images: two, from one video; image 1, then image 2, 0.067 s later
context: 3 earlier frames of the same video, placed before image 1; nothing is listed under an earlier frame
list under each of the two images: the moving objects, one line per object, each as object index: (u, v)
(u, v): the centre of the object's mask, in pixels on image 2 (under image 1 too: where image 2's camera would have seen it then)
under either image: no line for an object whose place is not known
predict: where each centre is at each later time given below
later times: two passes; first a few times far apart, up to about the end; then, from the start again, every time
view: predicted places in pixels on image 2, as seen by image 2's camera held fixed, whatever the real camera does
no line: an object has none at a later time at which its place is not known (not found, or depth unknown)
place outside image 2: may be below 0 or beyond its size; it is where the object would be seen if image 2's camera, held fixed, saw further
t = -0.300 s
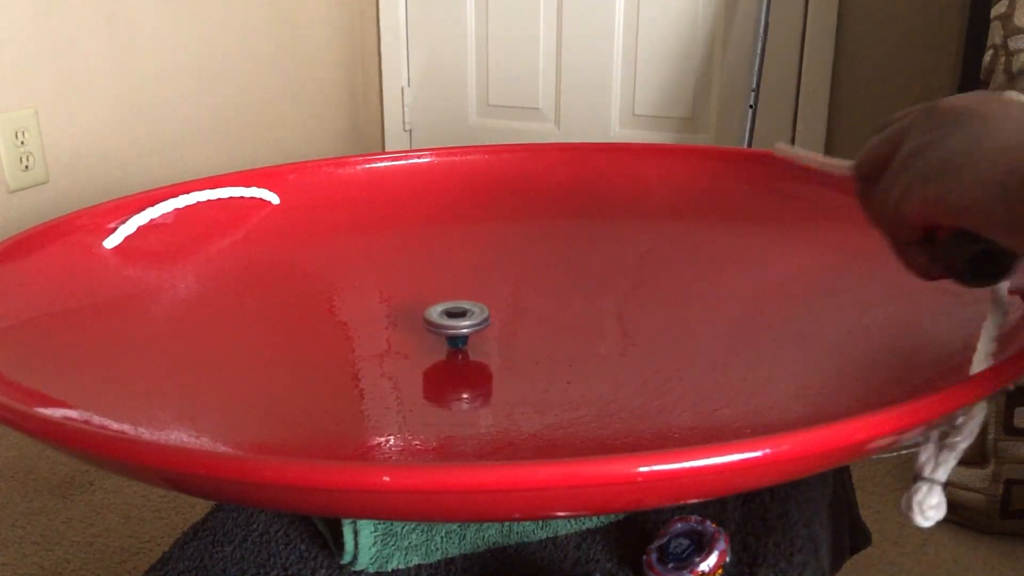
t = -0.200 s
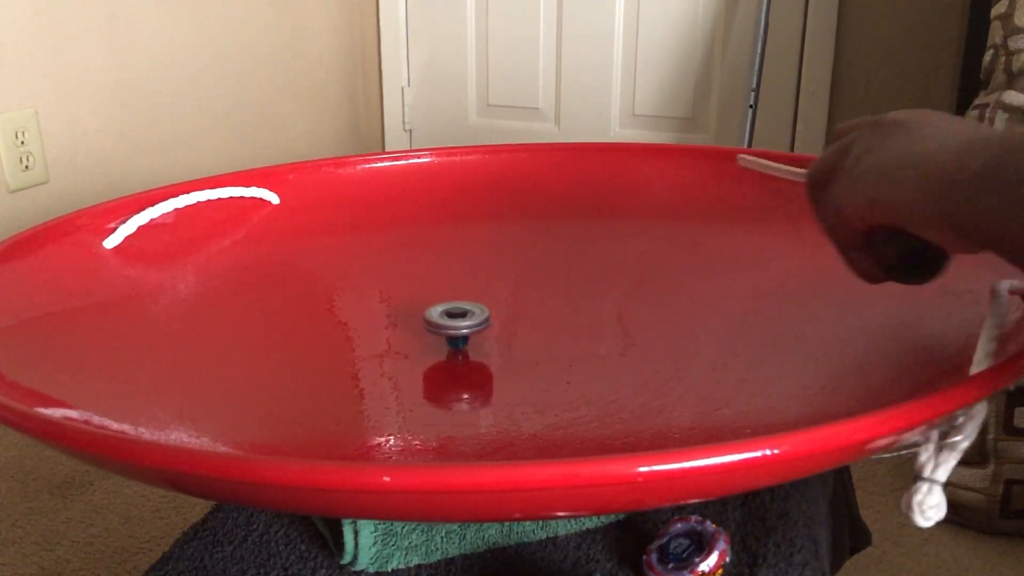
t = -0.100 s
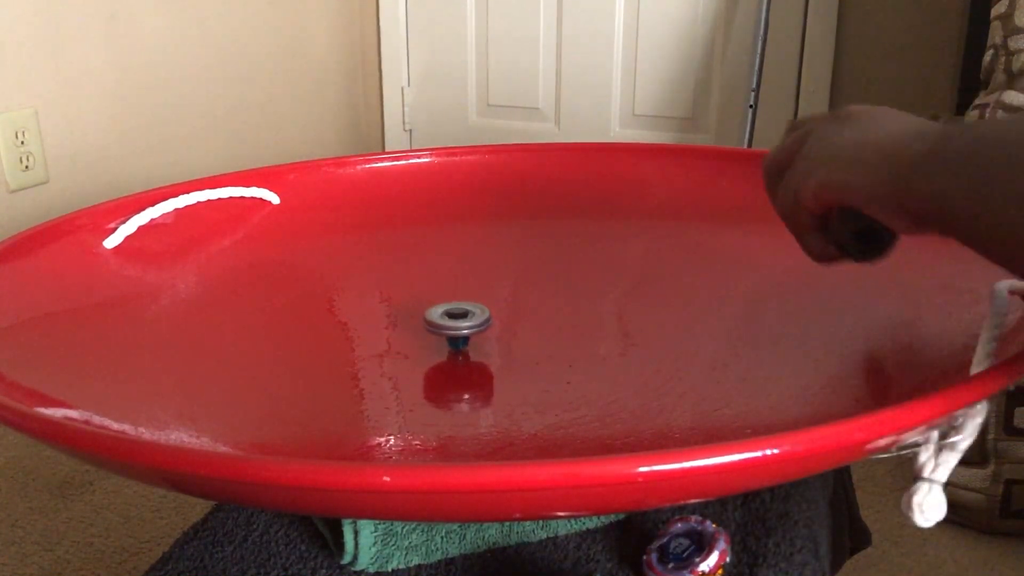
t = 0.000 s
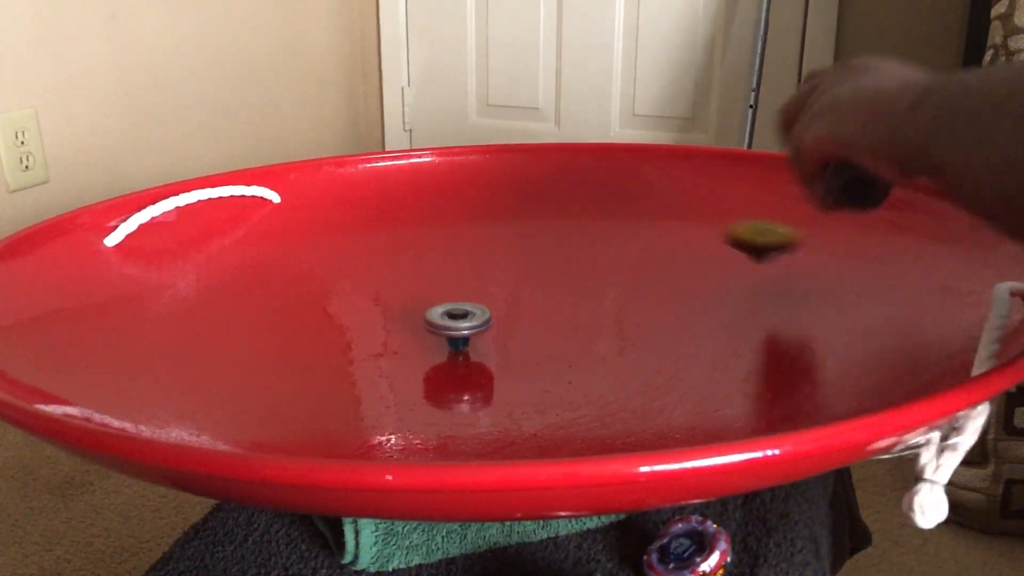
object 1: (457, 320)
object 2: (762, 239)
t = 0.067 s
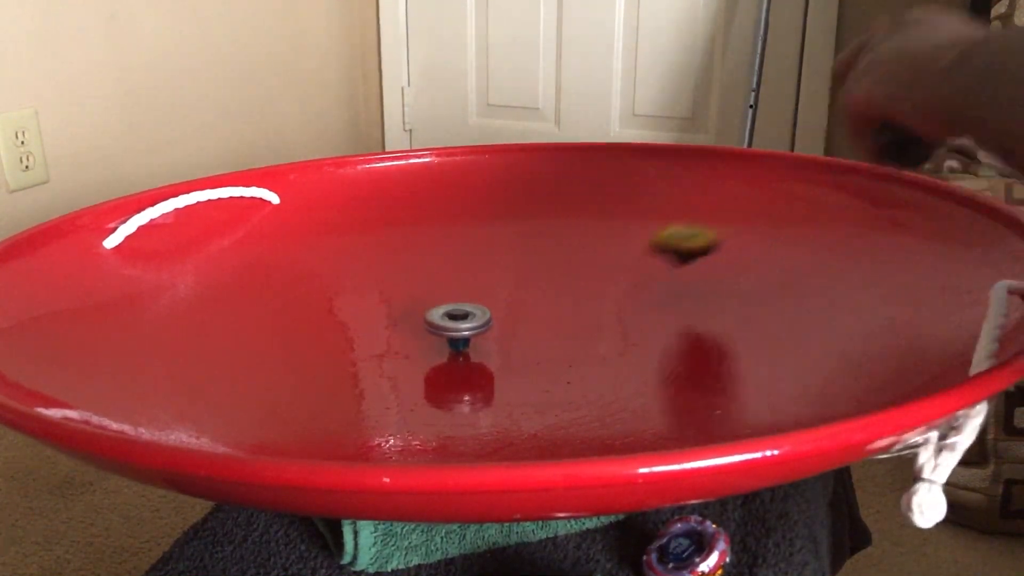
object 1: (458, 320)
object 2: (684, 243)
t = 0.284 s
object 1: (457, 322)
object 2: (422, 254)
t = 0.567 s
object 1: (456, 322)
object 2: (158, 239)
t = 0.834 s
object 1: (454, 323)
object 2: (239, 339)
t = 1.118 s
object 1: (451, 322)
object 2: (559, 395)
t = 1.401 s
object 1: (451, 322)
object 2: (764, 352)
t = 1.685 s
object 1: (451, 323)
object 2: (677, 305)
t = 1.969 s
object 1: (452, 322)
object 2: (503, 276)
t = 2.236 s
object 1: (452, 321)
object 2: (394, 281)
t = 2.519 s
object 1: (454, 320)
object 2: (343, 308)
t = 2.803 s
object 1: (457, 320)
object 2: (340, 336)
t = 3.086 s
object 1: (456, 321)
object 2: (378, 358)
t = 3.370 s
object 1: (454, 321)
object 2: (449, 363)
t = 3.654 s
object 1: (453, 320)
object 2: (506, 347)
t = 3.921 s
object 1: (412, 307)
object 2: (573, 337)
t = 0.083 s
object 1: (458, 320)
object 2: (665, 254)
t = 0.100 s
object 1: (458, 321)
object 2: (645, 268)
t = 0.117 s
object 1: (458, 321)
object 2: (626, 271)
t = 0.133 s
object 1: (458, 322)
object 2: (604, 258)
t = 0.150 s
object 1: (457, 321)
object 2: (583, 249)
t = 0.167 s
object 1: (458, 321)
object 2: (563, 245)
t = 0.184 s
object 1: (457, 320)
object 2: (543, 242)
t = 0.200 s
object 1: (458, 320)
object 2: (522, 244)
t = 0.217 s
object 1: (458, 320)
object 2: (502, 250)
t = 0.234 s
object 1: (458, 321)
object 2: (481, 259)
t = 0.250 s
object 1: (458, 321)
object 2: (462, 269)
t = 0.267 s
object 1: (457, 322)
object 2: (441, 262)
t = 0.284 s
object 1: (457, 322)
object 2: (422, 254)
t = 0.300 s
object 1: (457, 322)
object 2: (404, 249)
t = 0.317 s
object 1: (457, 322)
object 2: (385, 247)
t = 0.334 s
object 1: (457, 321)
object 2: (365, 249)
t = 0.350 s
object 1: (457, 321)
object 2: (347, 253)
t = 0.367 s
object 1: (457, 321)
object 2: (327, 259)
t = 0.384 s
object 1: (457, 321)
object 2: (310, 250)
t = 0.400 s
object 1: (457, 322)
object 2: (292, 244)
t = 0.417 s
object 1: (457, 322)
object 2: (275, 241)
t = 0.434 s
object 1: (457, 322)
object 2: (260, 241)
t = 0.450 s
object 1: (457, 322)
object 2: (243, 245)
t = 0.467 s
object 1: (457, 322)
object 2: (226, 249)
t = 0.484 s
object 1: (456, 322)
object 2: (212, 244)
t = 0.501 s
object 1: (456, 322)
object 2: (199, 241)
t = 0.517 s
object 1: (456, 322)
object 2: (186, 241)
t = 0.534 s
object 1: (456, 322)
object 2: (173, 243)
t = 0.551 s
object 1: (456, 322)
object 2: (164, 240)
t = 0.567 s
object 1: (456, 322)
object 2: (158, 239)
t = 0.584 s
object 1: (456, 322)
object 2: (155, 242)
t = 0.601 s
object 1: (456, 322)
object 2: (151, 249)
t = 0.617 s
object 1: (455, 322)
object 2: (150, 257)
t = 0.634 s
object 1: (455, 322)
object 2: (151, 259)
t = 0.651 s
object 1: (455, 322)
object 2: (153, 265)
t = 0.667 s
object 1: (455, 322)
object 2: (155, 275)
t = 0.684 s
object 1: (455, 322)
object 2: (158, 283)
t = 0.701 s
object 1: (455, 322)
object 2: (163, 288)
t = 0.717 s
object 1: (455, 322)
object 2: (169, 293)
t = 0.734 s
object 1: (454, 323)
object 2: (176, 302)
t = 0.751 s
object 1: (454, 322)
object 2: (184, 307)
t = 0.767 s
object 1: (454, 322)
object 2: (192, 314)
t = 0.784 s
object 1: (454, 322)
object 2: (203, 322)
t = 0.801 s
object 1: (454, 323)
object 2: (214, 327)
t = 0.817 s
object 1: (454, 323)
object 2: (226, 335)
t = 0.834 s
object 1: (454, 323)
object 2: (239, 339)
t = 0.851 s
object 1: (454, 323)
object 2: (253, 343)
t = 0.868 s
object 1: (453, 323)
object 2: (268, 353)
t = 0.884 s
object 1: (453, 323)
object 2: (285, 358)
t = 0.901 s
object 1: (453, 323)
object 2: (302, 360)
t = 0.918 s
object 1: (453, 323)
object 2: (319, 367)
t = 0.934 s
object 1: (453, 323)
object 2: (336, 374)
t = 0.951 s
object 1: (452, 323)
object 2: (355, 376)
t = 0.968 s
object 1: (452, 323)
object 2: (373, 381)
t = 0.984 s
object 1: (452, 323)
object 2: (396, 385)
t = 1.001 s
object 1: (452, 323)
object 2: (416, 386)
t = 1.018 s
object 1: (452, 323)
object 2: (437, 392)
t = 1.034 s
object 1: (452, 323)
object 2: (456, 391)
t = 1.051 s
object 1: (452, 323)
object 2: (475, 393)
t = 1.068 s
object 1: (452, 322)
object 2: (497, 395)
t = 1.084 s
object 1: (451, 322)
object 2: (517, 395)
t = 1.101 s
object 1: (451, 322)
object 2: (539, 397)
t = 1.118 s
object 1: (451, 322)
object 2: (559, 395)
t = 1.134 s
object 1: (451, 322)
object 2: (578, 396)
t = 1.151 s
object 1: (451, 322)
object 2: (598, 395)
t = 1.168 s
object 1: (451, 322)
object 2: (616, 394)
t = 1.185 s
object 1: (451, 322)
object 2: (633, 392)
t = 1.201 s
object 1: (451, 322)
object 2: (650, 391)
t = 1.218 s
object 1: (451, 322)
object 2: (667, 387)
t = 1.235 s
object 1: (451, 322)
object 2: (682, 386)
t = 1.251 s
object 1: (451, 322)
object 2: (696, 382)
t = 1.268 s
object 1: (450, 322)
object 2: (708, 379)
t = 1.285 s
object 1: (451, 322)
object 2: (720, 376)
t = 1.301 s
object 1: (451, 322)
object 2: (730, 373)
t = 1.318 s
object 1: (451, 322)
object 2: (739, 369)
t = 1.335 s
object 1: (451, 322)
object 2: (747, 366)
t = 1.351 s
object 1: (451, 322)
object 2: (753, 363)
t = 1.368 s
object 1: (451, 323)
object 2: (758, 359)
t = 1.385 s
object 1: (451, 323)
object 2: (762, 356)
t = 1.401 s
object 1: (451, 322)
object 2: (764, 352)
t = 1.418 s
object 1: (451, 322)
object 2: (766, 350)
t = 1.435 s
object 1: (451, 322)
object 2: (766, 346)
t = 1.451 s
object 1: (451, 323)
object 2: (766, 343)
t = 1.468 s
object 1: (451, 323)
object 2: (765, 340)
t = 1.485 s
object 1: (451, 323)
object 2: (762, 336)
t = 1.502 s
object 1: (451, 323)
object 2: (759, 334)
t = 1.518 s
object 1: (451, 323)
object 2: (755, 331)
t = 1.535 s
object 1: (451, 323)
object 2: (750, 328)
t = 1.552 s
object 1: (451, 323)
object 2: (745, 324)
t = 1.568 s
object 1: (451, 322)
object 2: (738, 322)
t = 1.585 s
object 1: (451, 323)
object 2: (731, 320)
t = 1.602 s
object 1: (451, 323)
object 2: (724, 317)
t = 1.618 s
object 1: (451, 323)
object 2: (715, 314)
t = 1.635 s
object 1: (451, 323)
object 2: (706, 312)
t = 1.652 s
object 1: (451, 323)
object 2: (696, 310)
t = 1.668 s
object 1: (451, 323)
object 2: (687, 307)
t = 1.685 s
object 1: (451, 323)
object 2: (677, 305)
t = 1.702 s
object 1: (451, 323)
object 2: (667, 303)
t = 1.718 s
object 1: (451, 323)
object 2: (656, 301)
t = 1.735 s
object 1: (451, 323)
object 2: (647, 298)
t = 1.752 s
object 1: (451, 323)
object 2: (635, 296)
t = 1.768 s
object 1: (451, 323)
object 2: (624, 294)
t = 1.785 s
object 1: (451, 323)
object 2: (614, 292)
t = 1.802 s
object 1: (451, 323)
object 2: (603, 290)
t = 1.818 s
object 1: (452, 322)
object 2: (592, 288)
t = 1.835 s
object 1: (451, 322)
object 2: (582, 287)
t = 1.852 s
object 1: (451, 322)
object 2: (571, 285)
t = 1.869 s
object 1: (452, 322)
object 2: (560, 283)
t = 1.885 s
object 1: (452, 322)
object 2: (550, 282)
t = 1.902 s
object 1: (452, 322)
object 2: (540, 281)
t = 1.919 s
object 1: (452, 322)
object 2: (530, 279)
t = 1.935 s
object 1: (452, 322)
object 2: (520, 278)
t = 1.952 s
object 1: (452, 322)
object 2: (512, 277)
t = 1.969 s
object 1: (452, 322)
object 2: (503, 276)
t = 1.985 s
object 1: (452, 322)
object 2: (493, 275)
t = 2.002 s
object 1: (452, 322)
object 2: (485, 275)
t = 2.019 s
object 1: (452, 322)
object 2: (476, 274)
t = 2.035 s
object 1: (452, 322)
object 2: (468, 274)
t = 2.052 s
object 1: (452, 322)
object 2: (460, 274)
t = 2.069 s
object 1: (452, 322)
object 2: (453, 273)
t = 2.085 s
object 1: (452, 321)
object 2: (446, 274)
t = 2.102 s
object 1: (451, 321)
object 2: (439, 274)
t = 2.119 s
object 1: (451, 322)
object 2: (432, 274)
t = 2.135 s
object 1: (451, 322)
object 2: (426, 275)
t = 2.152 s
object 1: (451, 321)
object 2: (420, 276)
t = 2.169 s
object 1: (451, 321)
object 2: (414, 277)
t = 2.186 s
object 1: (452, 321)
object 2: (409, 278)
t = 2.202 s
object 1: (452, 321)
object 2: (404, 279)
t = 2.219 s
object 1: (452, 321)
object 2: (399, 280)
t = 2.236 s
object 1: (452, 321)
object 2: (394, 281)
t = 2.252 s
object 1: (452, 321)
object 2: (390, 282)
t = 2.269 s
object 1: (452, 321)
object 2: (385, 284)
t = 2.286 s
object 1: (452, 321)
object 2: (382, 285)
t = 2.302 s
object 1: (452, 321)
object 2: (378, 287)
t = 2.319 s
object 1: (452, 321)
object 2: (374, 288)
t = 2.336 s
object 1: (452, 321)
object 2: (370, 290)
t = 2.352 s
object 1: (452, 321)
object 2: (367, 291)
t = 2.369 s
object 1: (453, 321)
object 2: (364, 293)
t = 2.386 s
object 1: (453, 321)
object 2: (361, 295)
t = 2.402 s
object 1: (453, 321)
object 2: (358, 296)
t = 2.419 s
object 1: (453, 321)
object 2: (356, 298)
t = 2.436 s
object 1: (453, 320)
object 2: (353, 300)
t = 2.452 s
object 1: (453, 320)
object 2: (351, 302)
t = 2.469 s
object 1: (453, 320)
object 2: (349, 303)
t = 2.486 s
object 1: (453, 320)
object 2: (347, 305)
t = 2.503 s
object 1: (453, 320)
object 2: (345, 307)
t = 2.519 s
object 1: (454, 320)
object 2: (343, 308)
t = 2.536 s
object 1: (454, 320)
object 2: (342, 310)
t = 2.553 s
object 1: (454, 320)
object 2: (341, 312)
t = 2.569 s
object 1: (454, 320)
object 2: (339, 314)
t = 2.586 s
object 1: (455, 320)
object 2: (339, 315)
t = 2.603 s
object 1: (455, 320)
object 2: (338, 317)
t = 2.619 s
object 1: (455, 320)
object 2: (337, 318)
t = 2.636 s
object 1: (455, 320)
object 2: (336, 320)
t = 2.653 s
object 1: (455, 320)
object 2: (336, 322)
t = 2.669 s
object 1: (456, 320)
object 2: (336, 324)
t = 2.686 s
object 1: (456, 320)
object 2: (336, 325)
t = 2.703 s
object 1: (456, 320)
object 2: (336, 327)
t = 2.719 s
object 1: (456, 320)
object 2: (336, 329)
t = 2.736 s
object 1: (456, 320)
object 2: (337, 330)
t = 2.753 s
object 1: (456, 320)
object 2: (337, 332)
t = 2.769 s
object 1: (456, 320)
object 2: (338, 333)
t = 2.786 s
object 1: (456, 320)
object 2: (339, 335)
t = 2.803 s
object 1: (457, 320)
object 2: (340, 336)
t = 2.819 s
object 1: (457, 320)
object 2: (341, 338)
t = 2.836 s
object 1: (457, 320)
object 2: (342, 339)
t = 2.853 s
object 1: (457, 320)
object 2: (343, 341)
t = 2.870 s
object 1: (457, 320)
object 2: (345, 342)
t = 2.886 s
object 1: (457, 320)
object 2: (347, 344)
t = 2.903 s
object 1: (457, 320)
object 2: (349, 345)
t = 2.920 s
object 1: (457, 321)
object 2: (351, 347)
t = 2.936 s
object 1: (457, 321)
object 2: (353, 348)
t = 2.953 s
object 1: (456, 321)
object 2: (355, 349)
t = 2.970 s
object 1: (456, 321)
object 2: (358, 350)
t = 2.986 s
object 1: (456, 321)
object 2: (360, 351)
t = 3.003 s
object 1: (456, 321)
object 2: (363, 352)
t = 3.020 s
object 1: (456, 321)
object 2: (365, 354)
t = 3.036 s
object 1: (456, 321)
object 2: (368, 355)
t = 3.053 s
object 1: (456, 321)
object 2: (372, 356)
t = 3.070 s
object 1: (456, 321)
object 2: (374, 357)
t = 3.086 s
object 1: (456, 321)
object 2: (378, 358)
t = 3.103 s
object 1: (456, 321)
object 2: (381, 358)
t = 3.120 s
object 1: (456, 321)
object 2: (385, 359)
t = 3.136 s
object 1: (456, 321)
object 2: (388, 360)
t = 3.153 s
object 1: (456, 321)
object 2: (392, 361)
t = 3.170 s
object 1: (455, 321)
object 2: (396, 361)
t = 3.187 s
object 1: (455, 321)
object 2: (401, 362)
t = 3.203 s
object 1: (455, 321)
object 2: (404, 363)
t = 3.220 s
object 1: (455, 321)
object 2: (409, 362)
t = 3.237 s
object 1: (455, 321)
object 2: (414, 363)
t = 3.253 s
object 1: (455, 321)
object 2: (418, 363)
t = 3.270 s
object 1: (455, 321)
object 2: (422, 363)
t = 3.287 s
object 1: (454, 321)
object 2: (427, 364)
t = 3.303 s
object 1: (454, 321)
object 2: (431, 363)
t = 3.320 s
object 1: (454, 321)
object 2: (436, 363)
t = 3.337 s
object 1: (454, 321)
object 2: (440, 363)
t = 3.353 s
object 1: (454, 321)
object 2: (444, 363)
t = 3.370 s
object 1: (454, 321)
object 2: (449, 363)
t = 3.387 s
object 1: (454, 321)
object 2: (454, 363)
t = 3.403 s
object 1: (454, 321)
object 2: (457, 362)
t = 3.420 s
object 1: (453, 321)
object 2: (462, 362)
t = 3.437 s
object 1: (453, 321)
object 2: (466, 362)
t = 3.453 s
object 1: (454, 321)
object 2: (470, 361)
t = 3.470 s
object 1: (453, 321)
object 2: (474, 360)
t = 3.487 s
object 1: (453, 321)
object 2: (478, 359)
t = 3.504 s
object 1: (453, 321)
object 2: (481, 358)
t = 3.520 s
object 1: (453, 321)
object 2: (485, 356)
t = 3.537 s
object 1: (453, 320)
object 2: (488, 355)
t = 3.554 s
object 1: (453, 320)
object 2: (492, 354)
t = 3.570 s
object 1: (453, 320)
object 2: (495, 353)
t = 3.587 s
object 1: (453, 320)
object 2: (498, 352)
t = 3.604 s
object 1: (453, 320)
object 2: (501, 351)
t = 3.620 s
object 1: (453, 320)
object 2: (503, 350)
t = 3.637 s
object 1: (453, 320)
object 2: (504, 348)
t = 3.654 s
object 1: (453, 320)
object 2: (506, 347)
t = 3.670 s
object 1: (453, 320)
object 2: (508, 346)
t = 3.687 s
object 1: (453, 320)
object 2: (510, 345)
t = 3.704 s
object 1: (453, 320)
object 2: (511, 343)
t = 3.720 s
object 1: (453, 320)
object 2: (511, 342)
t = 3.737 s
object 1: (453, 320)
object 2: (512, 340)
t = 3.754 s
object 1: (453, 320)
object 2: (513, 339)
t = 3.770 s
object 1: (453, 320)
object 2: (513, 338)
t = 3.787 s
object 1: (449, 319)
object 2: (520, 338)
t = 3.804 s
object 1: (443, 317)
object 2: (529, 338)
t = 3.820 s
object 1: (438, 316)
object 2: (537, 338)
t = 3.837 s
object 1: (432, 314)
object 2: (544, 339)
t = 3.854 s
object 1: (428, 312)
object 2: (551, 339)
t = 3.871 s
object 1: (423, 311)
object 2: (558, 339)
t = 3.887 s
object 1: (419, 309)
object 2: (563, 338)
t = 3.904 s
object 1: (416, 308)
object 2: (568, 338)
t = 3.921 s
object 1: (412, 307)
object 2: (573, 337)
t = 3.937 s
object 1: (410, 306)
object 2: (577, 337)
